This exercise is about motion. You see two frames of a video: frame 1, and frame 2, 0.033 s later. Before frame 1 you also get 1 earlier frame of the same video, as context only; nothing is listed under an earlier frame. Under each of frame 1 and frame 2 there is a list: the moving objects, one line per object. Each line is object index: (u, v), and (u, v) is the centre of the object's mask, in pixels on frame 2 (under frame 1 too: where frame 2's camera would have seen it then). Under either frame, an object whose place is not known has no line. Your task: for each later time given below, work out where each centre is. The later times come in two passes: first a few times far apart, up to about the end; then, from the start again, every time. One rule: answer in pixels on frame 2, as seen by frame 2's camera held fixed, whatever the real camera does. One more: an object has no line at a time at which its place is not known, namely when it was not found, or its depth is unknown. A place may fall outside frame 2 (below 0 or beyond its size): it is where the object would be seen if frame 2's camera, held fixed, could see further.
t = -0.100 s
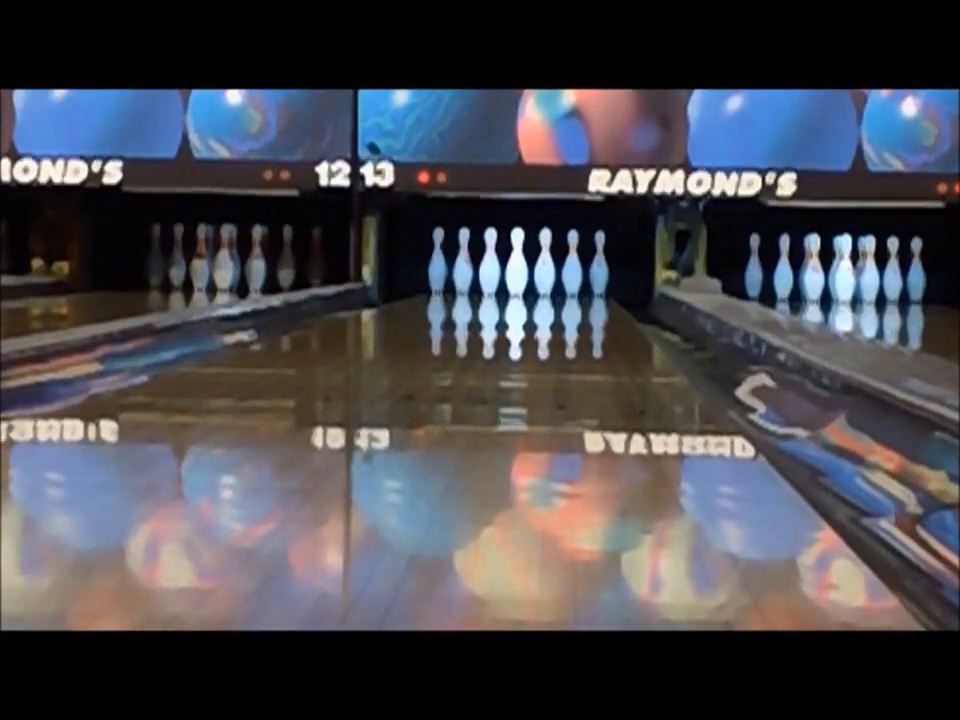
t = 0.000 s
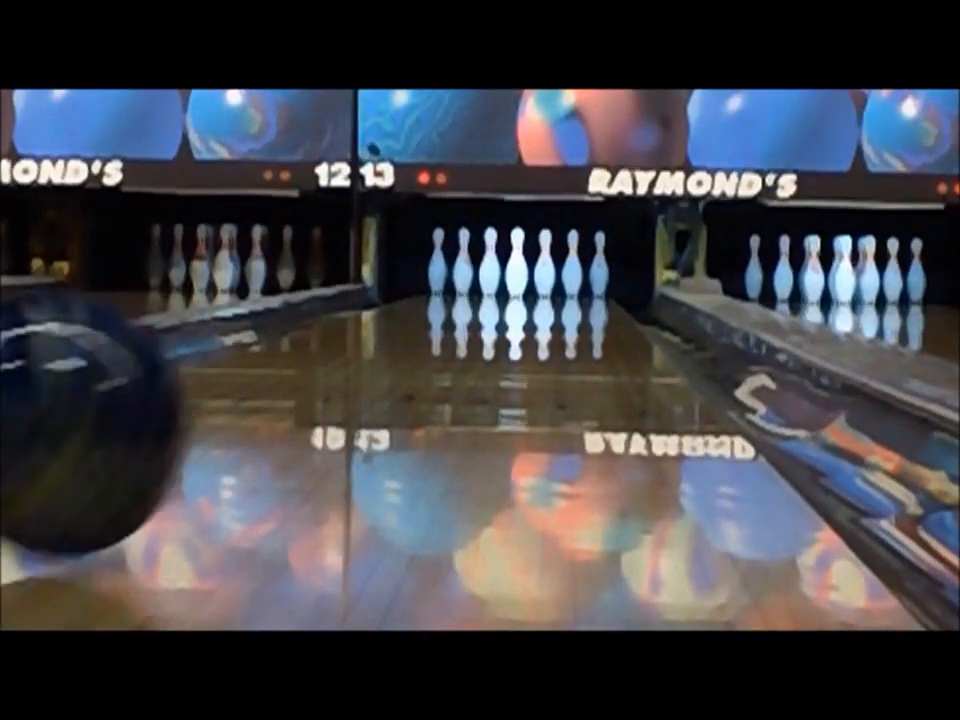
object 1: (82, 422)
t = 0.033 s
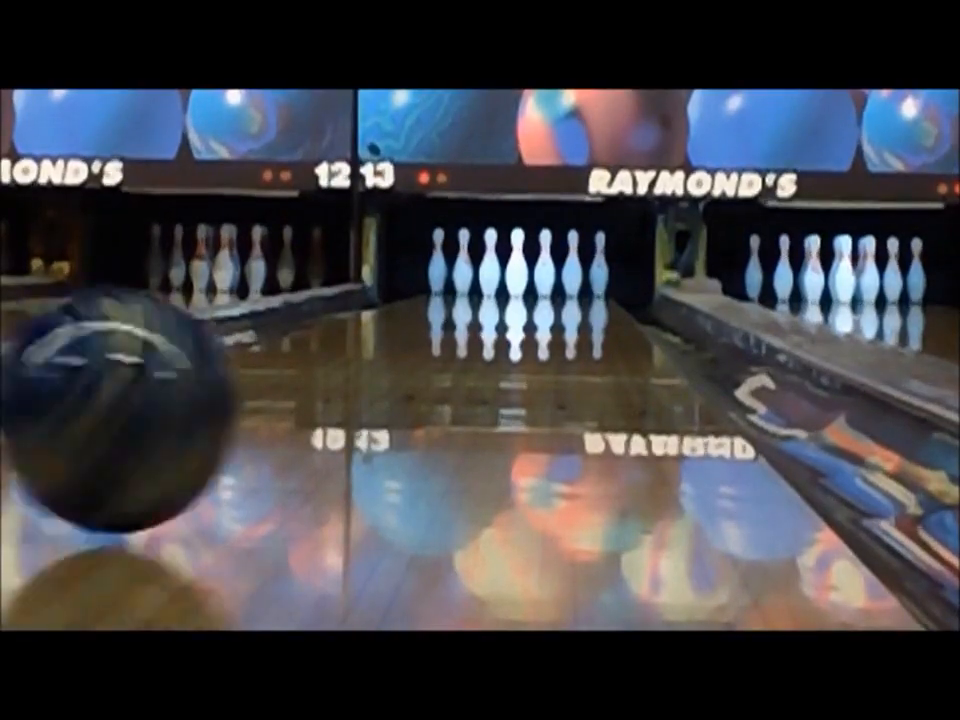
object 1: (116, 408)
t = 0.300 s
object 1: (374, 351)
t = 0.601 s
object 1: (486, 321)
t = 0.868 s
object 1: (538, 307)
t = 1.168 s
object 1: (572, 297)
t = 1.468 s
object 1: (583, 289)
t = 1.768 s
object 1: (573, 286)
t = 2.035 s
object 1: (546, 280)
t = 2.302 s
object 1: (531, 279)
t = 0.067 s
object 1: (166, 399)
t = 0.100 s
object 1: (207, 393)
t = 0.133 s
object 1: (246, 380)
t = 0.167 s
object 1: (279, 374)
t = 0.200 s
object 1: (309, 365)
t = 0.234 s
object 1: (333, 360)
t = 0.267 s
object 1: (354, 355)
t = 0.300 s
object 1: (374, 351)
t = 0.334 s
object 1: (391, 347)
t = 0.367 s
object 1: (408, 343)
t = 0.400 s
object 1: (422, 339)
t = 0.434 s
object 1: (436, 336)
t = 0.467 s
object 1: (448, 333)
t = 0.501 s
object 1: (460, 330)
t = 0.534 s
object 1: (469, 327)
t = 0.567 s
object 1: (477, 325)
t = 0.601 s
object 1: (486, 321)
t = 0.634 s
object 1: (495, 320)
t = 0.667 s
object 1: (504, 317)
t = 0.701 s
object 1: (508, 315)
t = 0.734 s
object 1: (517, 313)
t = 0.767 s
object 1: (524, 311)
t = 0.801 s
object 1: (529, 310)
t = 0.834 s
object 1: (534, 308)
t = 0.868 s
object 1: (538, 307)
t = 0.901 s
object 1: (545, 305)
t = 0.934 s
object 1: (550, 303)
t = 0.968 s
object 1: (552, 302)
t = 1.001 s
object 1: (557, 303)
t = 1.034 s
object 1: (558, 301)
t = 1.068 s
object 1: (562, 299)
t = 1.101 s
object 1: (566, 299)
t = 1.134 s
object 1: (569, 298)
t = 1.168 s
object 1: (572, 297)
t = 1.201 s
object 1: (575, 296)
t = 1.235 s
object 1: (576, 294)
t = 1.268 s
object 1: (579, 293)
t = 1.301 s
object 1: (580, 293)
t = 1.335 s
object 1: (581, 291)
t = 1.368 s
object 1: (582, 292)
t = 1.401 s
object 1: (583, 290)
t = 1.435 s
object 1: (583, 290)
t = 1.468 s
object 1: (583, 289)
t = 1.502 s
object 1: (583, 288)
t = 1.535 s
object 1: (583, 288)
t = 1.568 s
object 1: (582, 287)
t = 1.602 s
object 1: (582, 286)
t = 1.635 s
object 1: (580, 286)
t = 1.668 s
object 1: (579, 286)
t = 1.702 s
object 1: (577, 286)
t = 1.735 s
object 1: (574, 285)
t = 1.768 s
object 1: (573, 286)
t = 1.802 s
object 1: (570, 285)
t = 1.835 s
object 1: (568, 284)
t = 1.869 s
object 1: (565, 284)
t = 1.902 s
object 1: (561, 283)
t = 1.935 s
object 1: (556, 282)
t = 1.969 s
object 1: (553, 281)
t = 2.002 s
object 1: (549, 283)
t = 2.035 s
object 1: (546, 280)
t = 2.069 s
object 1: (542, 281)
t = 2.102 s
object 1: (538, 279)
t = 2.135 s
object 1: (534, 279)
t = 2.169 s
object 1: (530, 279)
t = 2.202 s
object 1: (532, 279)
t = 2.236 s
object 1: (531, 278)
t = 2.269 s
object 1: (530, 278)
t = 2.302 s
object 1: (531, 279)
